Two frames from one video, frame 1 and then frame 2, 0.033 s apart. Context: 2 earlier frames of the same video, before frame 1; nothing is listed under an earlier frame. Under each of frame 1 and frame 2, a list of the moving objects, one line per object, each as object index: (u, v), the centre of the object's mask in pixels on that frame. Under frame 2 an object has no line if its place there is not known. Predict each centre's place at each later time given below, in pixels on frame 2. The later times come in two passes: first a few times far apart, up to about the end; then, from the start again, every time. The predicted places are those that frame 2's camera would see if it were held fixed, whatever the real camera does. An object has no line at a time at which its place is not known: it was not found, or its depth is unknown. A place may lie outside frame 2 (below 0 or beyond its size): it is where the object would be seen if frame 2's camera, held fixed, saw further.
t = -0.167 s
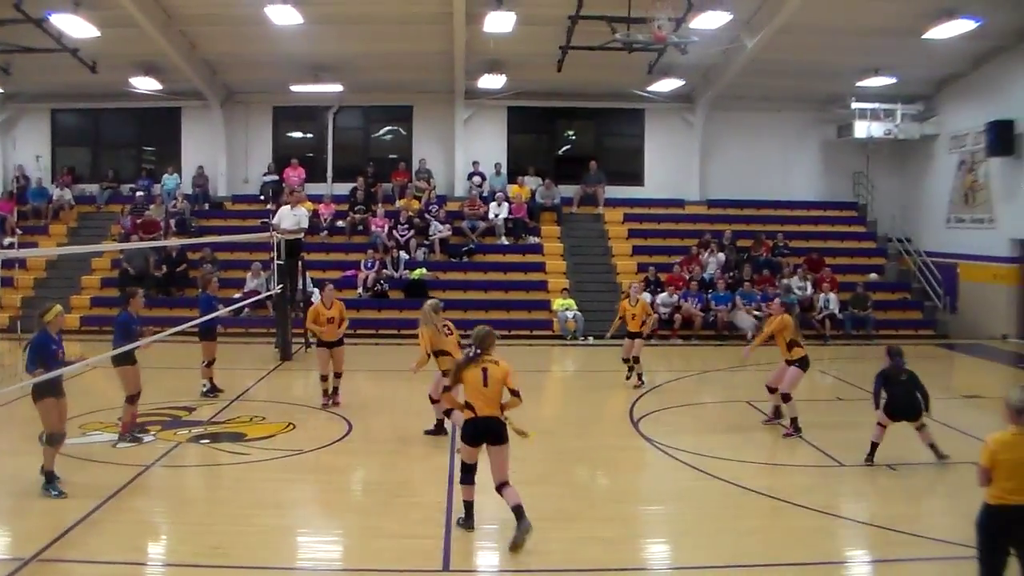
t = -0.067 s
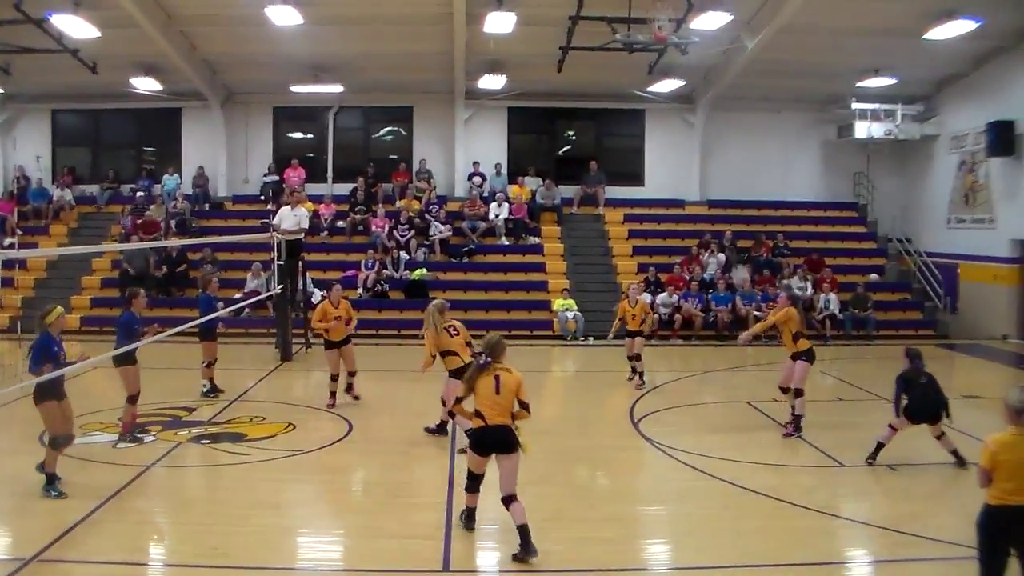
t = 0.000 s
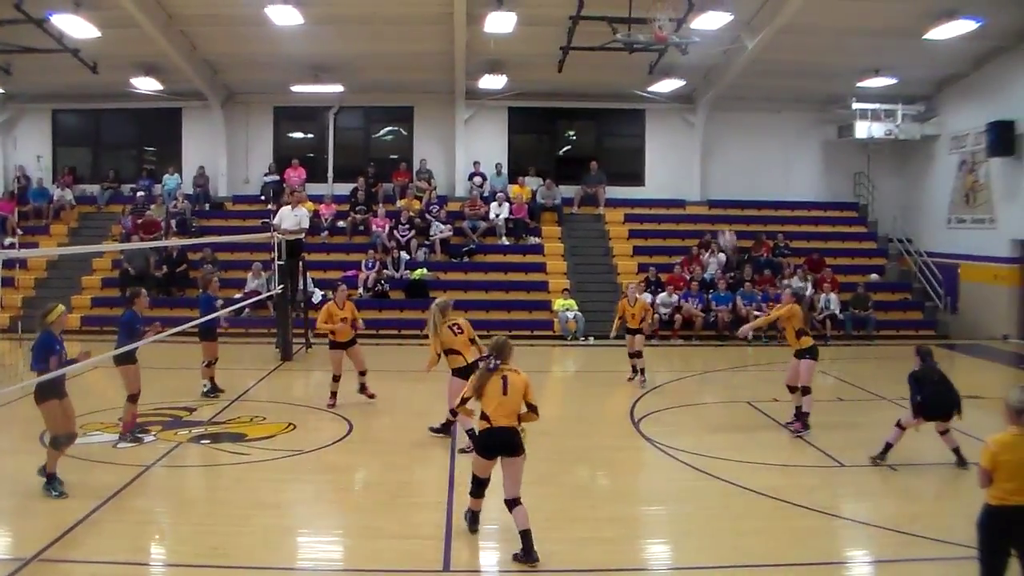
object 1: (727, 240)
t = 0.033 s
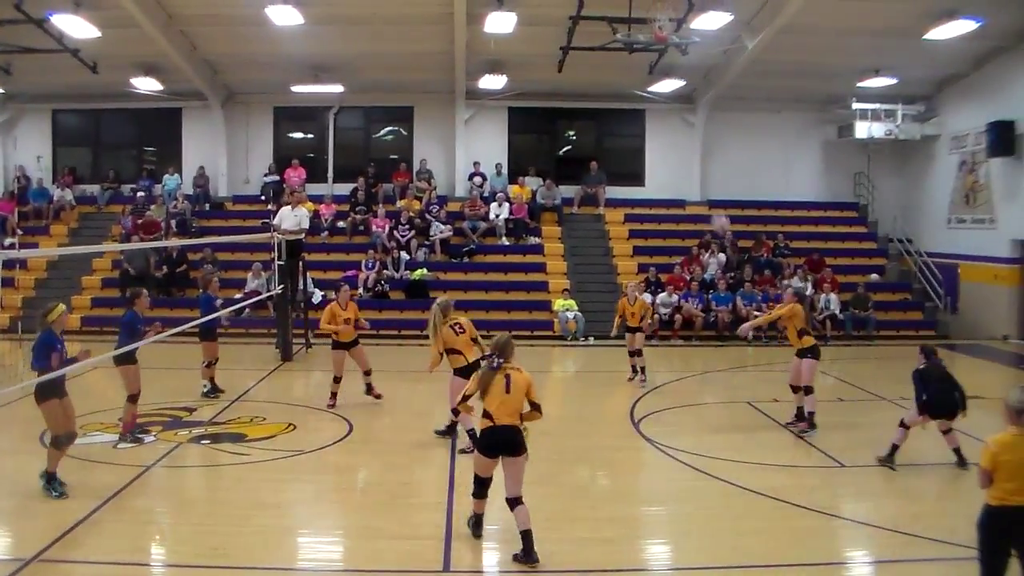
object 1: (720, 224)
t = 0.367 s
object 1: (656, 110)
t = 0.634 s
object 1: (607, 87)
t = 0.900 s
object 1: (562, 119)
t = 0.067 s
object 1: (714, 209)
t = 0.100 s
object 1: (710, 190)
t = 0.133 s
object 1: (701, 178)
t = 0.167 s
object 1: (695, 166)
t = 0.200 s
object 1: (687, 155)
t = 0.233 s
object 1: (681, 143)
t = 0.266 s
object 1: (675, 133)
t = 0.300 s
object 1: (669, 124)
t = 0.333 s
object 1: (662, 116)
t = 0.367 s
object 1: (656, 110)
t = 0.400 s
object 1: (649, 104)
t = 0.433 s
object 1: (643, 99)
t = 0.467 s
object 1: (637, 95)
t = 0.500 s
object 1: (631, 92)
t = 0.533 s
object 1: (624, 89)
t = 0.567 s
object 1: (619, 87)
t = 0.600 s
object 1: (613, 86)
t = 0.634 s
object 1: (607, 87)
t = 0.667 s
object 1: (601, 88)
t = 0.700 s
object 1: (595, 89)
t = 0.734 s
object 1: (590, 93)
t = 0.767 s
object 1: (584, 95)
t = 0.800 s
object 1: (578, 101)
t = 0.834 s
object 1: (573, 106)
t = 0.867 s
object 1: (567, 112)
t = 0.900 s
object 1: (562, 119)
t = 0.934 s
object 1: (556, 126)
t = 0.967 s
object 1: (551, 135)
